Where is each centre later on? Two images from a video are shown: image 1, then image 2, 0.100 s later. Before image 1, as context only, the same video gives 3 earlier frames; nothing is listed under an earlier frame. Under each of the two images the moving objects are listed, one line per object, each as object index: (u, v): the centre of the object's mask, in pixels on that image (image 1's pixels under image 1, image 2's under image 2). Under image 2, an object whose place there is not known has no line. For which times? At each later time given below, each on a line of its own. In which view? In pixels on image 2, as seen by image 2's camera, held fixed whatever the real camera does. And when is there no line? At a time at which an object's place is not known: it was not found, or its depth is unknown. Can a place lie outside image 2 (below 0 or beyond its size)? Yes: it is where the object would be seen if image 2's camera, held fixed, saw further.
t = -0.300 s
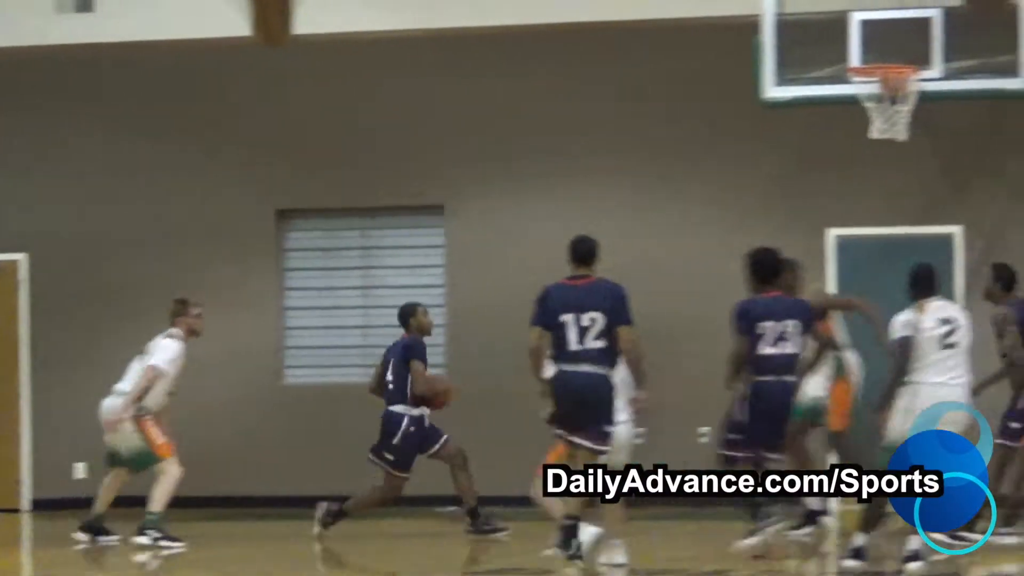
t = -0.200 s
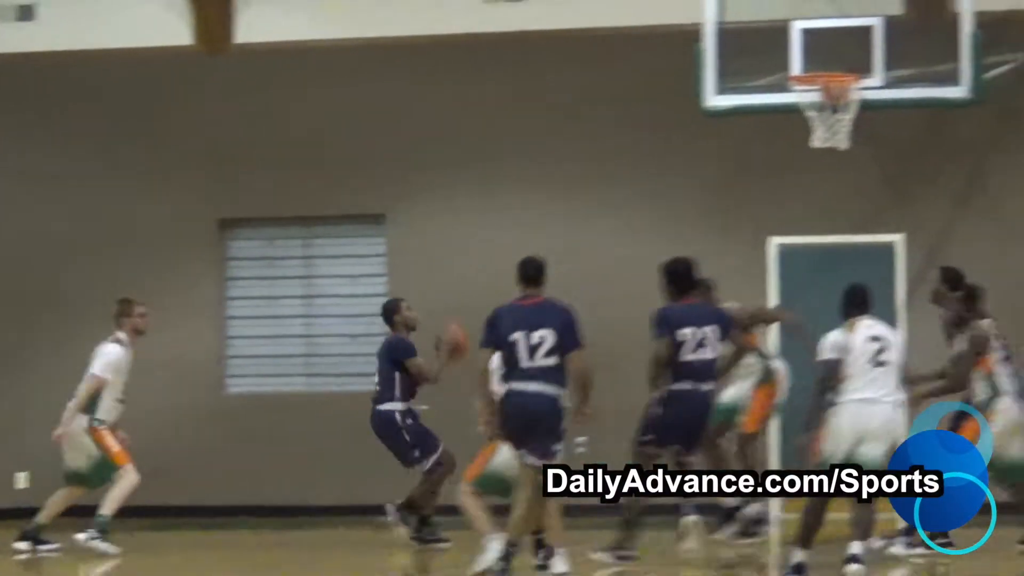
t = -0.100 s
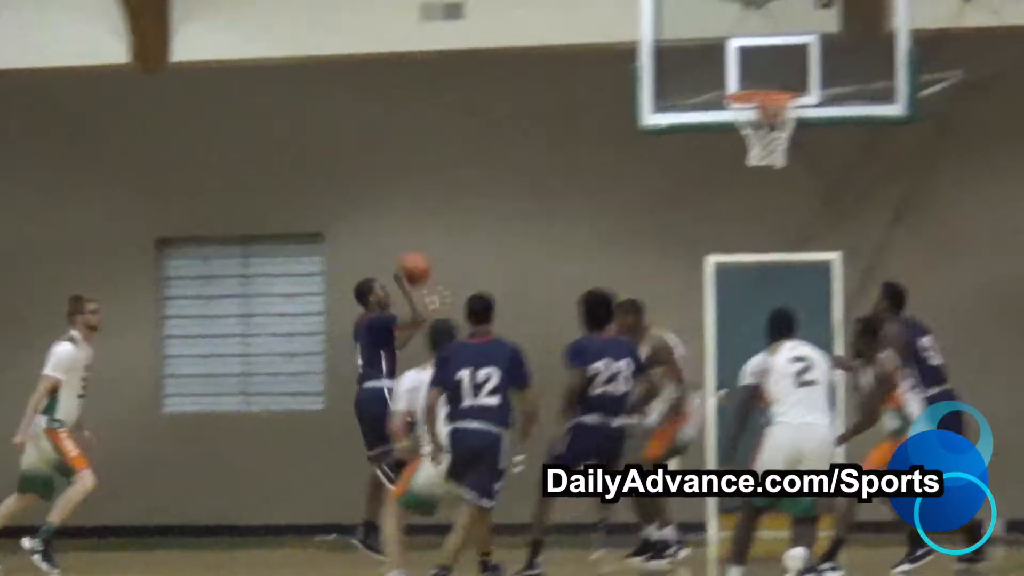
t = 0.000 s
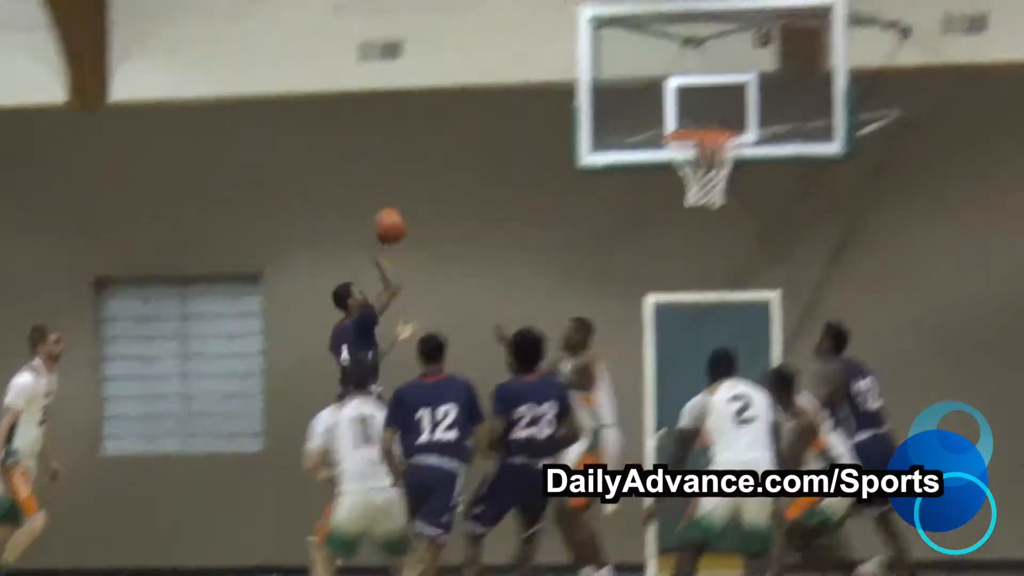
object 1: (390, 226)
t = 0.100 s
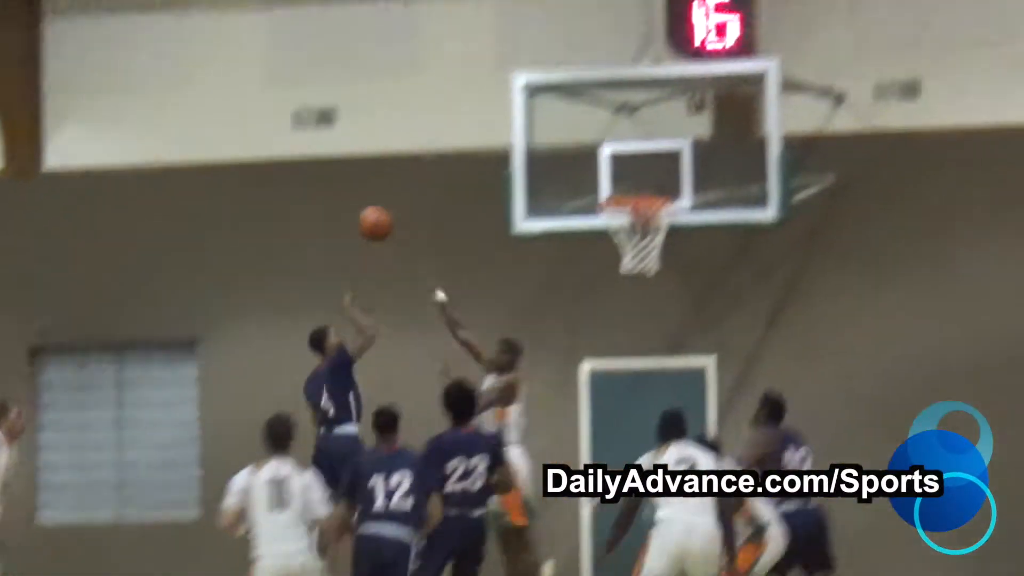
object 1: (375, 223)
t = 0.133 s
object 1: (392, 204)
